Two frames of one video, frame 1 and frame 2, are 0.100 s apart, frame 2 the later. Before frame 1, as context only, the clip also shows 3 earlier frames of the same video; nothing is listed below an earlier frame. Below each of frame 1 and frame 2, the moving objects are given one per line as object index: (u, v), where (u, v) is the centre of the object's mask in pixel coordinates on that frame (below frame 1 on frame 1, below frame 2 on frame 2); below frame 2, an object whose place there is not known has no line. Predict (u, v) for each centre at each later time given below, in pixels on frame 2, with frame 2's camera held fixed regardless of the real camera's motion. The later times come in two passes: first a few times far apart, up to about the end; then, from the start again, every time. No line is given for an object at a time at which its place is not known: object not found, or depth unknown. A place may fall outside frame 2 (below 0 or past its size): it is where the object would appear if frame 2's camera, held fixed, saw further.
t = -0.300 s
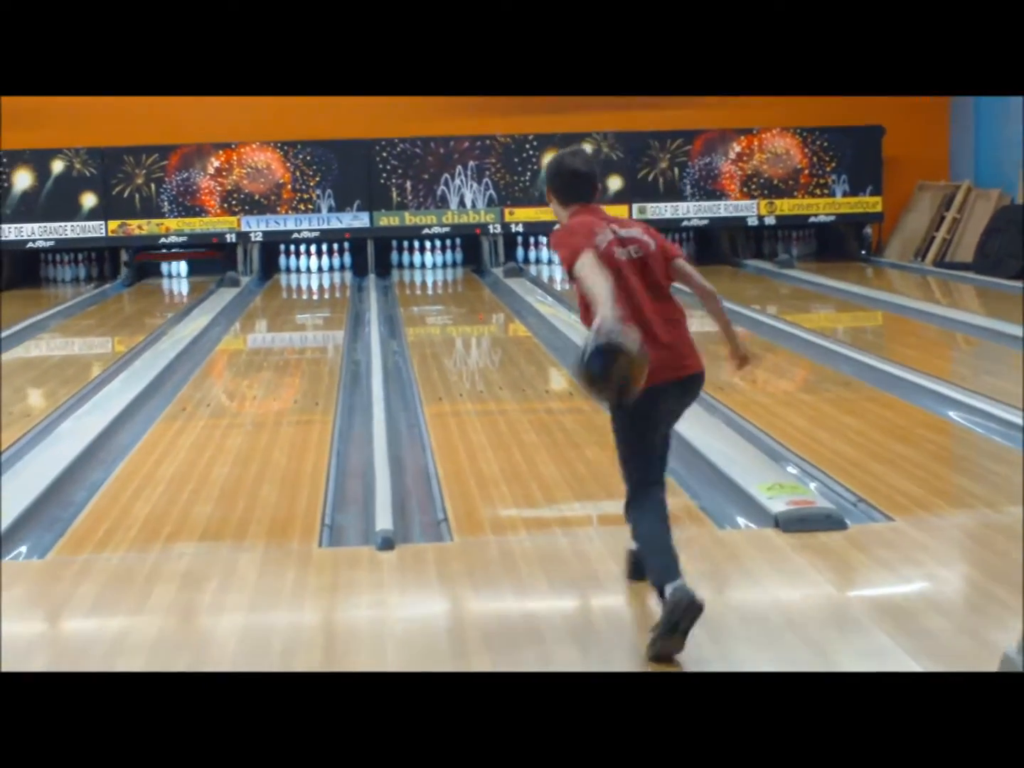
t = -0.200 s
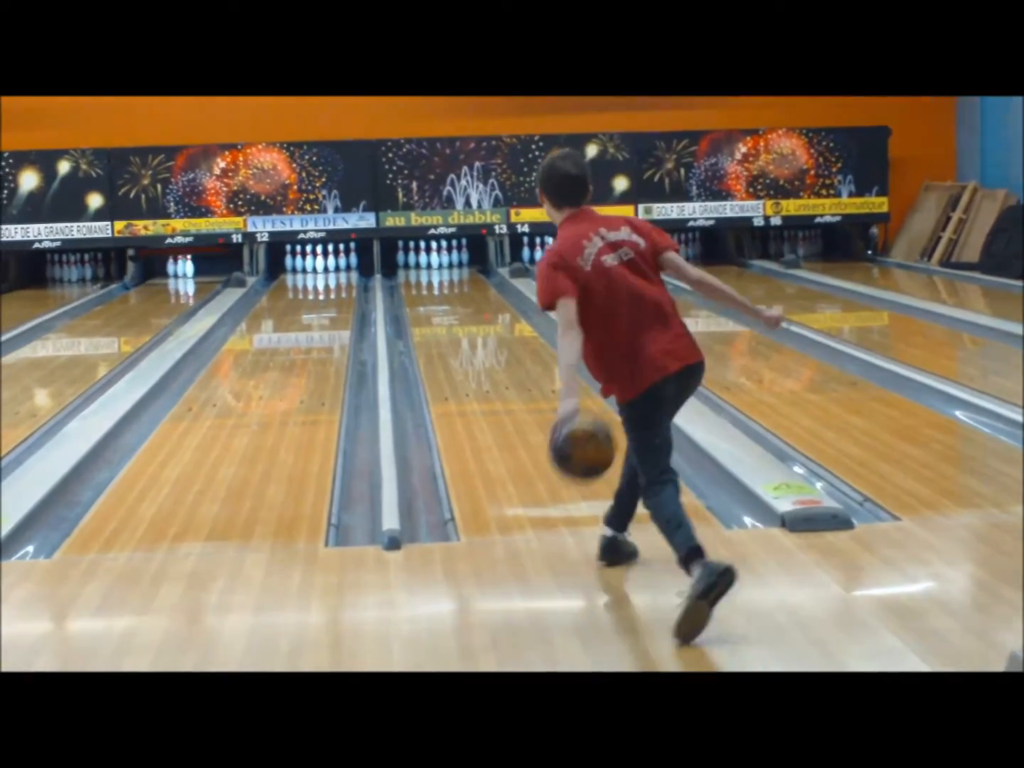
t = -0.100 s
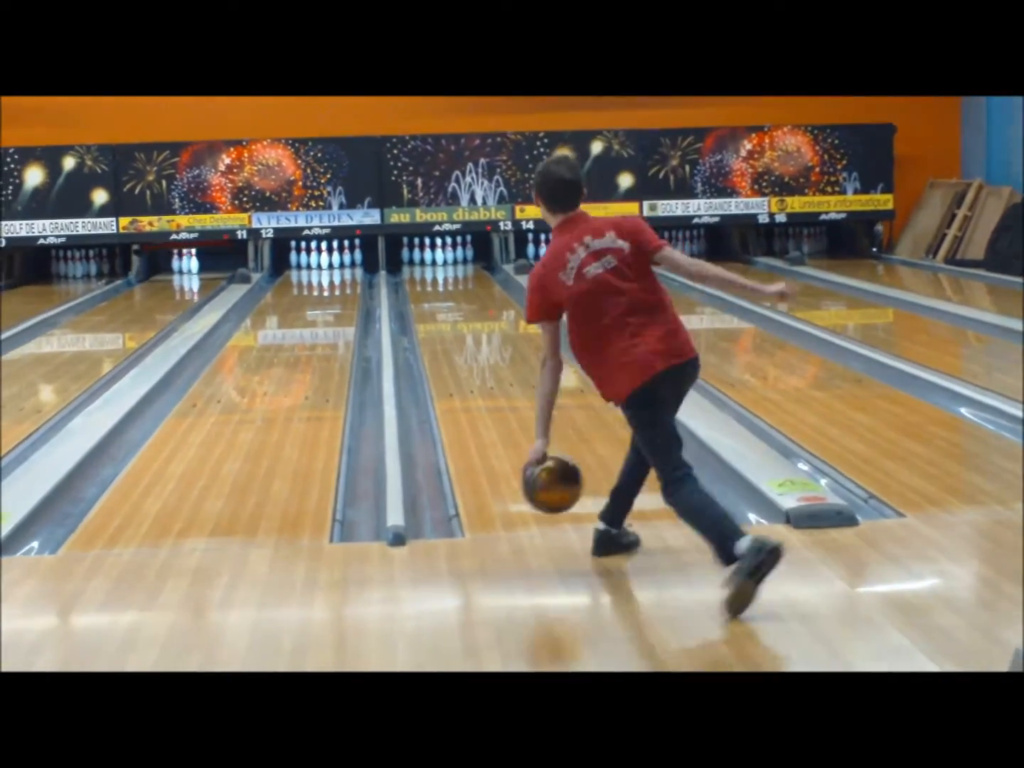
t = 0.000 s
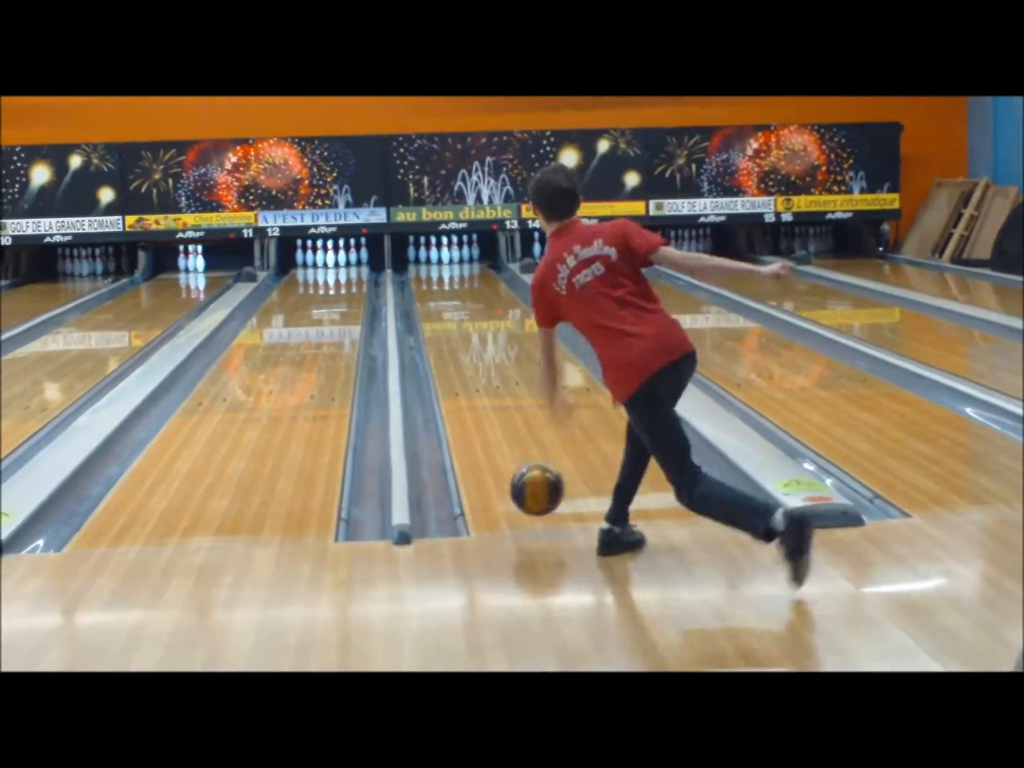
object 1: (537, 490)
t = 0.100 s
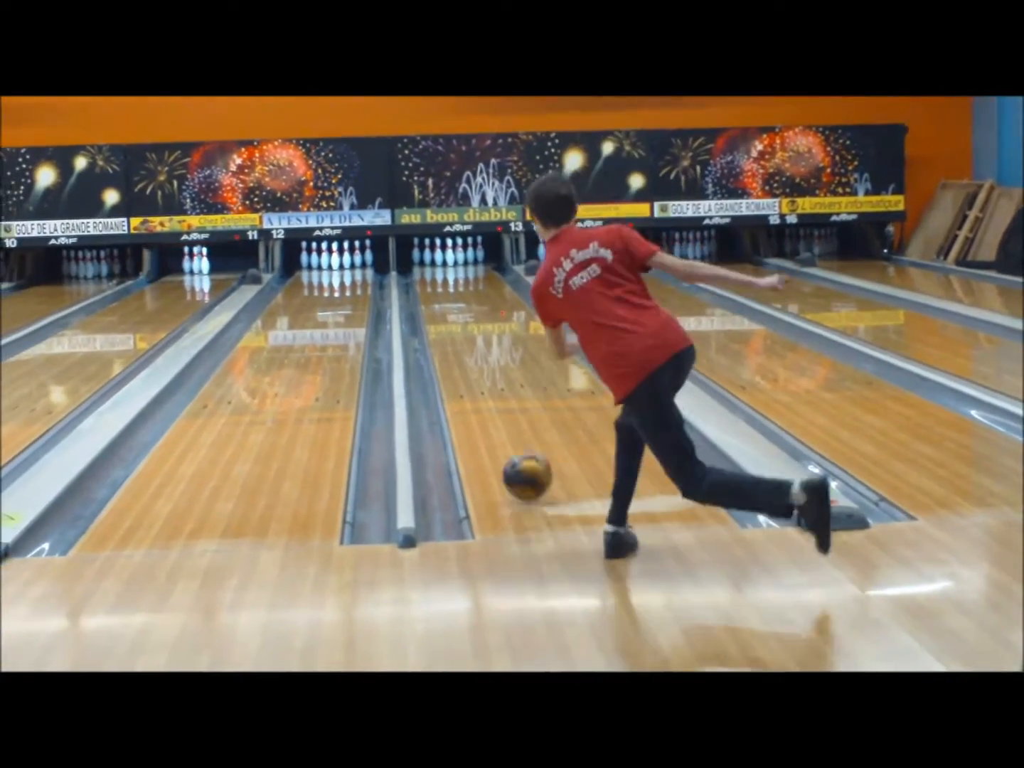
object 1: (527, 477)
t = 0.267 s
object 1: (508, 441)
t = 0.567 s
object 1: (483, 389)
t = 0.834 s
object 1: (468, 357)
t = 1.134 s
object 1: (457, 331)
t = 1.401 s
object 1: (449, 312)
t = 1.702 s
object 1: (443, 296)
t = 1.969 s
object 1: (440, 284)
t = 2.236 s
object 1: (438, 276)
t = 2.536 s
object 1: (441, 267)
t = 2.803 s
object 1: (448, 259)
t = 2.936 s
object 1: (449, 258)
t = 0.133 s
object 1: (523, 469)
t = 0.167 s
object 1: (519, 463)
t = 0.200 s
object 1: (515, 455)
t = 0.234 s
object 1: (511, 448)
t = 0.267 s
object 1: (508, 441)
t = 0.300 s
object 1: (504, 434)
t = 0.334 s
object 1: (501, 427)
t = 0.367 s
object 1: (498, 421)
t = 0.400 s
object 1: (495, 415)
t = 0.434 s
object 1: (493, 409)
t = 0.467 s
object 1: (490, 403)
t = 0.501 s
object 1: (488, 398)
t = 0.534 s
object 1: (485, 394)
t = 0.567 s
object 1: (483, 389)
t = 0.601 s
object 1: (481, 385)
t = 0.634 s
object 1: (478, 380)
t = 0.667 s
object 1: (477, 375)
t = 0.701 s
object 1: (475, 371)
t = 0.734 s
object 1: (473, 368)
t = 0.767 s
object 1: (472, 363)
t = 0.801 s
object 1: (470, 360)
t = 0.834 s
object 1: (468, 357)
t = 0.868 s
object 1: (467, 353)
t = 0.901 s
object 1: (466, 350)
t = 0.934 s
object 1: (464, 347)
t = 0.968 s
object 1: (463, 344)
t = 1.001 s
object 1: (461, 342)
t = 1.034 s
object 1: (460, 339)
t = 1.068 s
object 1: (458, 336)
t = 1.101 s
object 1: (458, 333)
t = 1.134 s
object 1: (457, 331)
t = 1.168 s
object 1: (456, 329)
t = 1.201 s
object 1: (455, 327)
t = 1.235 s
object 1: (453, 324)
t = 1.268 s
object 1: (452, 321)
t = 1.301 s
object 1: (451, 320)
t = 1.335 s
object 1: (450, 317)
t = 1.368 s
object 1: (450, 314)
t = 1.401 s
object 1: (449, 312)
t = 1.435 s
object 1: (448, 311)
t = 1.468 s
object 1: (448, 309)
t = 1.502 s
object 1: (447, 307)
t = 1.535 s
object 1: (446, 304)
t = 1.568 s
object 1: (446, 303)
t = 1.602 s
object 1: (445, 301)
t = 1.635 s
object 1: (444, 299)
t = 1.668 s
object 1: (443, 298)
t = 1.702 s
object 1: (443, 296)
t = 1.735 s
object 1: (443, 293)
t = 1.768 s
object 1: (443, 293)
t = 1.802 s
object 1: (442, 292)
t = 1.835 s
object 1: (441, 290)
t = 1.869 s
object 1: (441, 288)
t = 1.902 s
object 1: (440, 287)
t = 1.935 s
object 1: (439, 285)
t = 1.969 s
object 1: (440, 284)
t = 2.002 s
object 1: (439, 283)
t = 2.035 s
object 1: (439, 282)
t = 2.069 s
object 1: (438, 281)
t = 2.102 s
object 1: (438, 279)
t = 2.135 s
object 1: (438, 278)
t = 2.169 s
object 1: (439, 277)
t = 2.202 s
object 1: (439, 276)
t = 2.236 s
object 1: (438, 276)
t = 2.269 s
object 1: (439, 275)
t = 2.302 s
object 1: (439, 274)
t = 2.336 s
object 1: (439, 272)
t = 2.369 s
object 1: (439, 271)
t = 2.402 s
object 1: (440, 270)
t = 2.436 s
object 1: (440, 268)
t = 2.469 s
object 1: (440, 268)
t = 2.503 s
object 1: (441, 267)
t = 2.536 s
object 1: (441, 267)
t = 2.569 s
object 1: (442, 266)
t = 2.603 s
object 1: (443, 264)
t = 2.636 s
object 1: (443, 263)
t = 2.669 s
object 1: (444, 263)
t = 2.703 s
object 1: (445, 262)
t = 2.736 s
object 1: (447, 261)
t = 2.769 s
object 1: (448, 260)
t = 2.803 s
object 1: (448, 259)
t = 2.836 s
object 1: (449, 258)
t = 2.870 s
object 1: (449, 258)
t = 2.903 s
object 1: (449, 258)
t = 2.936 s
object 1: (449, 258)
